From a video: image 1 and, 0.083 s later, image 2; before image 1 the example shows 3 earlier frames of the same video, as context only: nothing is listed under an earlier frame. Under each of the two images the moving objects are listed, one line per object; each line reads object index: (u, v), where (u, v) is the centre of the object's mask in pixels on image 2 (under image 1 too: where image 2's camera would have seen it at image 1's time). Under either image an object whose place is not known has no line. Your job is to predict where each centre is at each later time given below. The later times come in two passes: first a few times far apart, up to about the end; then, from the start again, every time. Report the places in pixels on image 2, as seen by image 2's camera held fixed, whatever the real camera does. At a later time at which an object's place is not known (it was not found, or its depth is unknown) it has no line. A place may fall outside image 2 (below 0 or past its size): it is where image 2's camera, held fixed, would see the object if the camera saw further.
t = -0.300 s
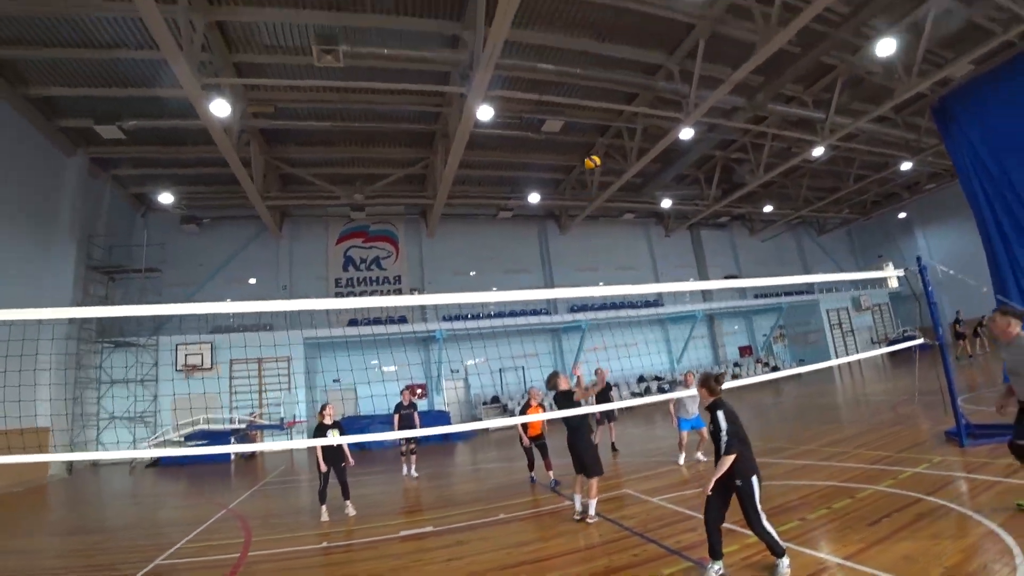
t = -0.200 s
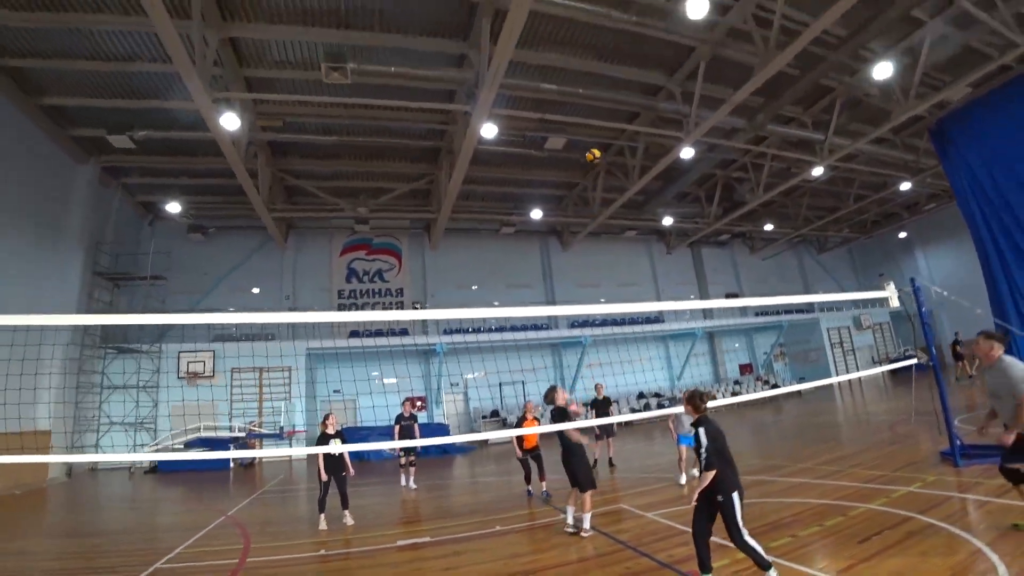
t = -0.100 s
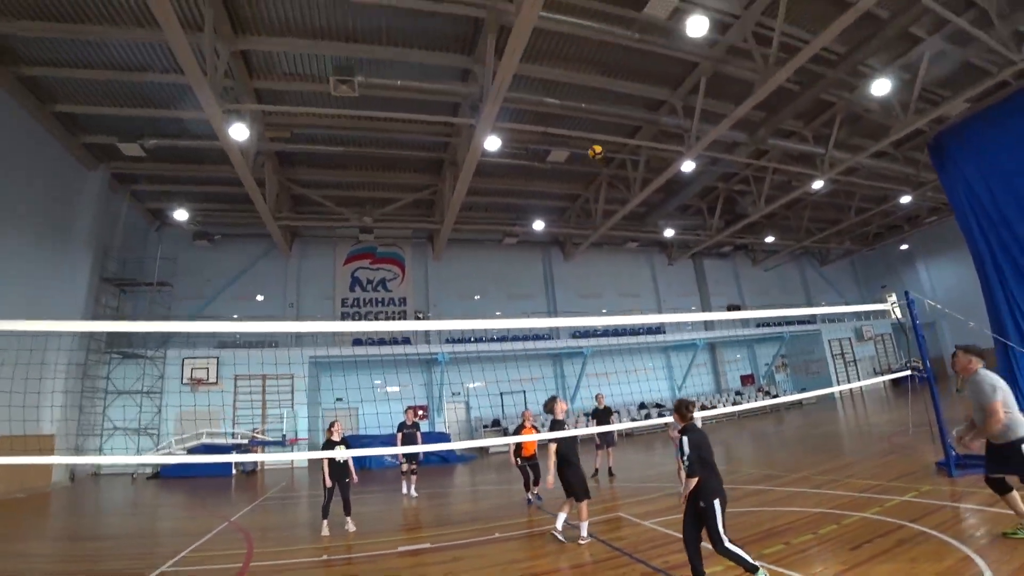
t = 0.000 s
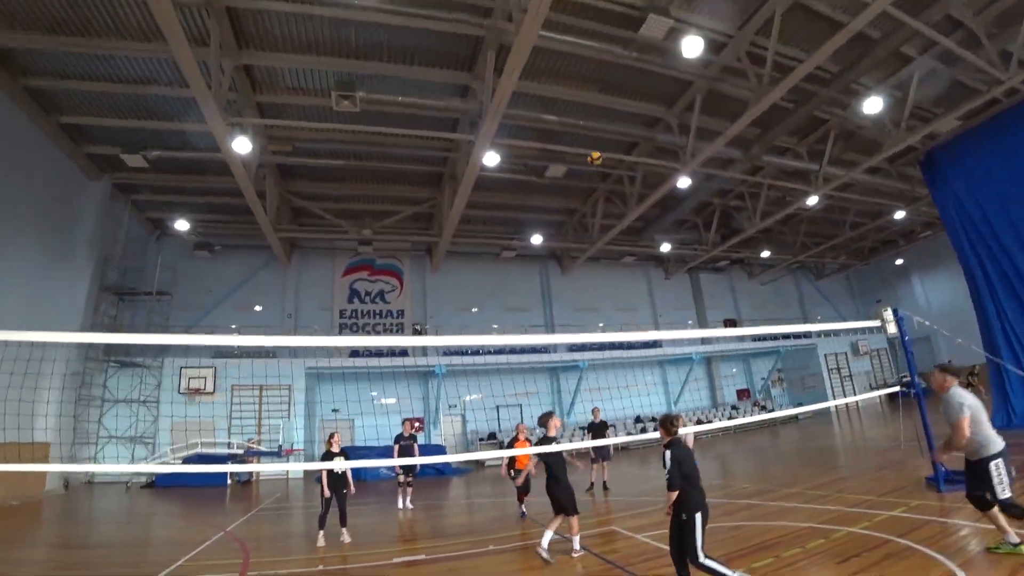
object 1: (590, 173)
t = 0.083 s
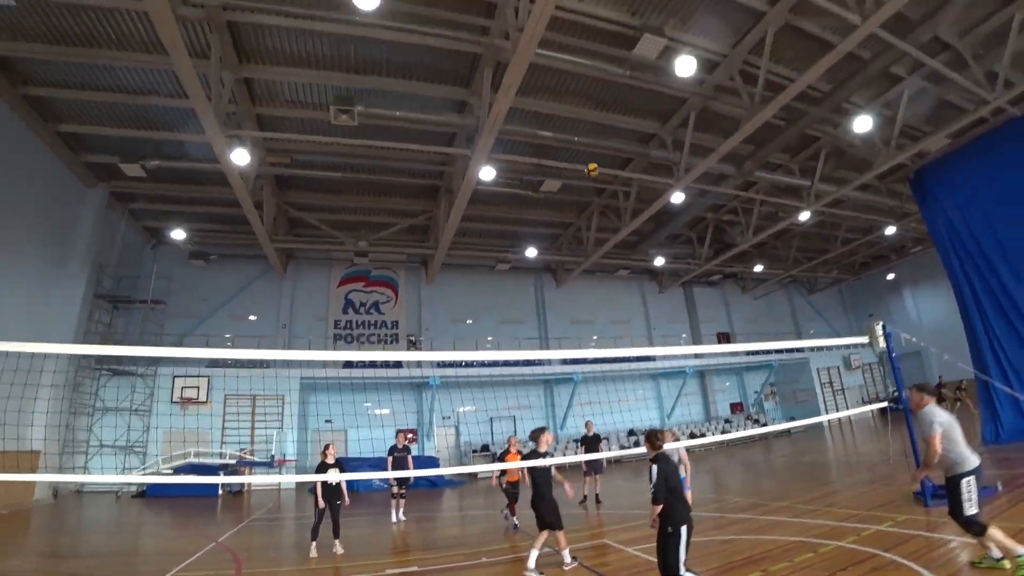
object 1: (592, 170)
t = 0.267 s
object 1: (599, 171)
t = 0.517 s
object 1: (609, 208)
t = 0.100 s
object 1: (593, 170)
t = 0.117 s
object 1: (593, 169)
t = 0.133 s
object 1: (593, 169)
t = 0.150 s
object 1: (594, 169)
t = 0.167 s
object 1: (595, 169)
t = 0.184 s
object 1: (595, 169)
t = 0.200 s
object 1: (596, 169)
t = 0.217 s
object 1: (597, 169)
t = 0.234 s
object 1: (598, 170)
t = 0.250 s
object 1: (598, 170)
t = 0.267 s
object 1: (599, 171)
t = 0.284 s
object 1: (600, 172)
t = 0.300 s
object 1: (601, 173)
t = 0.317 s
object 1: (601, 174)
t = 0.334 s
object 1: (602, 175)
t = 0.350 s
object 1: (603, 177)
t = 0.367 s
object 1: (604, 179)
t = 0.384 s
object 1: (604, 181)
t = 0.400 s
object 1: (605, 185)
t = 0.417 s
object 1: (606, 187)
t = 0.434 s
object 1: (606, 190)
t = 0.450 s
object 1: (607, 193)
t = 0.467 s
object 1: (607, 196)
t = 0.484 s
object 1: (607, 200)
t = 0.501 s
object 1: (608, 204)
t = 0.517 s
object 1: (609, 208)
